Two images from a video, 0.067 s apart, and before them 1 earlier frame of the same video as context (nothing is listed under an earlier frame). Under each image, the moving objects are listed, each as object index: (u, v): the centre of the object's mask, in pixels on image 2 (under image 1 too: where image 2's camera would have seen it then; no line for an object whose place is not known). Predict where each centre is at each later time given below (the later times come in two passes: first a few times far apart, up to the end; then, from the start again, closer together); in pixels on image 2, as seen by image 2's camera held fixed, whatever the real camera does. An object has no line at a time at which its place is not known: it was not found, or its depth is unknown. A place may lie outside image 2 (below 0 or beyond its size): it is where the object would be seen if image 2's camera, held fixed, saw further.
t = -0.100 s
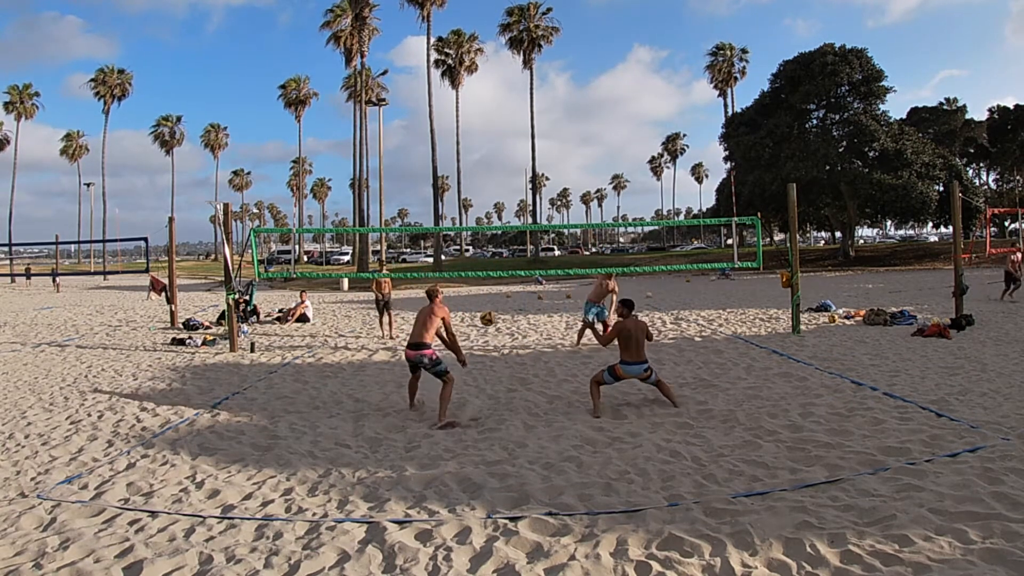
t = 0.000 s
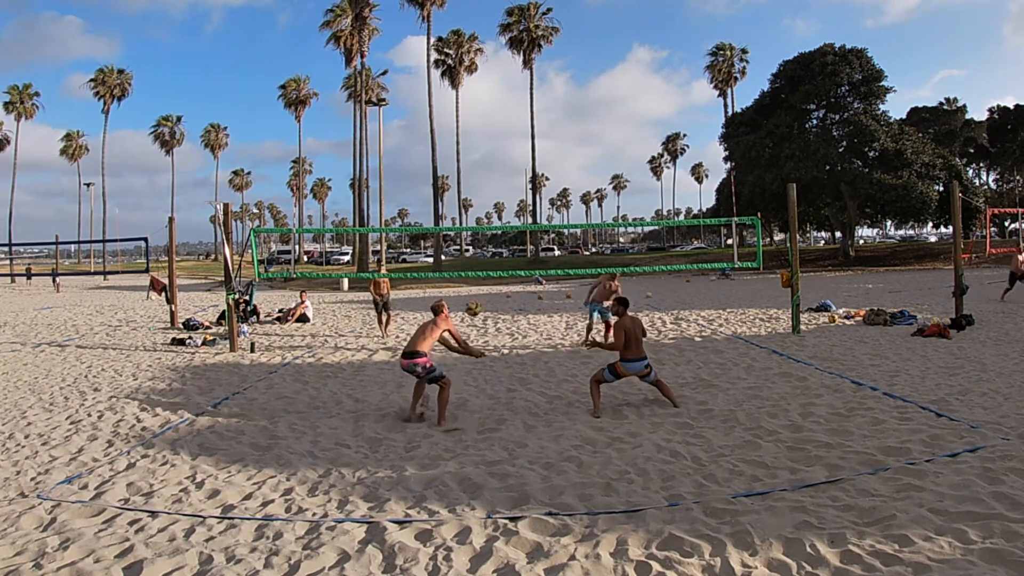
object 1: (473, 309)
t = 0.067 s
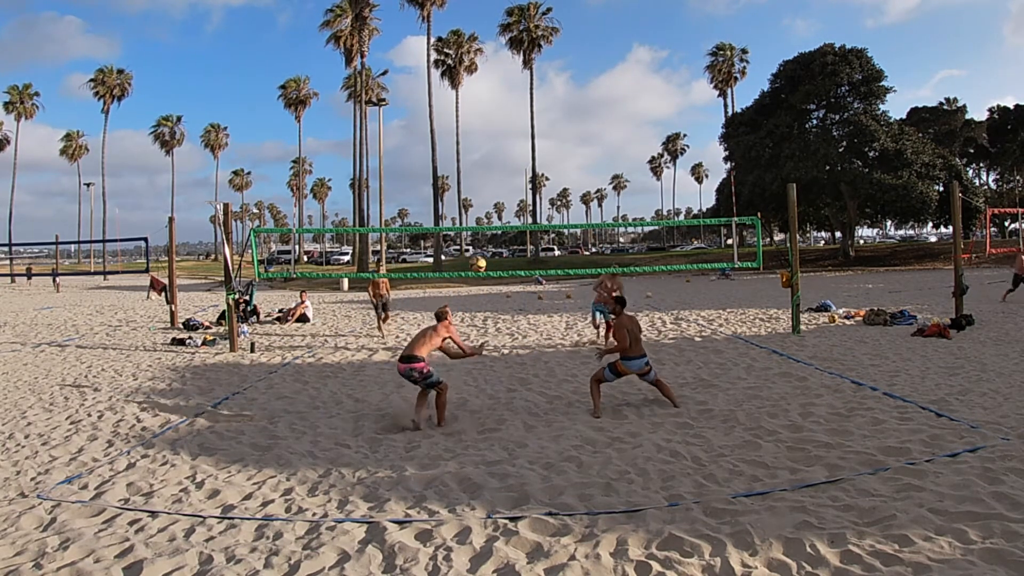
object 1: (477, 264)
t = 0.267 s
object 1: (489, 156)
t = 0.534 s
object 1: (503, 63)
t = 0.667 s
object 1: (511, 36)
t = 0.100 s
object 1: (480, 243)
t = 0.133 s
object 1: (482, 224)
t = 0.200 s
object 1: (485, 188)
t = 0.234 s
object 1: (487, 171)
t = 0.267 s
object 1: (489, 156)
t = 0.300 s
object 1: (491, 141)
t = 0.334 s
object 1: (493, 127)
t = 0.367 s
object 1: (495, 114)
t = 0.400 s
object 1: (496, 102)
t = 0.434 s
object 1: (498, 91)
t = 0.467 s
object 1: (500, 81)
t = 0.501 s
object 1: (502, 71)
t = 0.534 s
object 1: (503, 63)
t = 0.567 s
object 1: (506, 55)
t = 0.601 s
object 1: (507, 48)
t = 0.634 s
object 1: (509, 42)
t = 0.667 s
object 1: (511, 36)
